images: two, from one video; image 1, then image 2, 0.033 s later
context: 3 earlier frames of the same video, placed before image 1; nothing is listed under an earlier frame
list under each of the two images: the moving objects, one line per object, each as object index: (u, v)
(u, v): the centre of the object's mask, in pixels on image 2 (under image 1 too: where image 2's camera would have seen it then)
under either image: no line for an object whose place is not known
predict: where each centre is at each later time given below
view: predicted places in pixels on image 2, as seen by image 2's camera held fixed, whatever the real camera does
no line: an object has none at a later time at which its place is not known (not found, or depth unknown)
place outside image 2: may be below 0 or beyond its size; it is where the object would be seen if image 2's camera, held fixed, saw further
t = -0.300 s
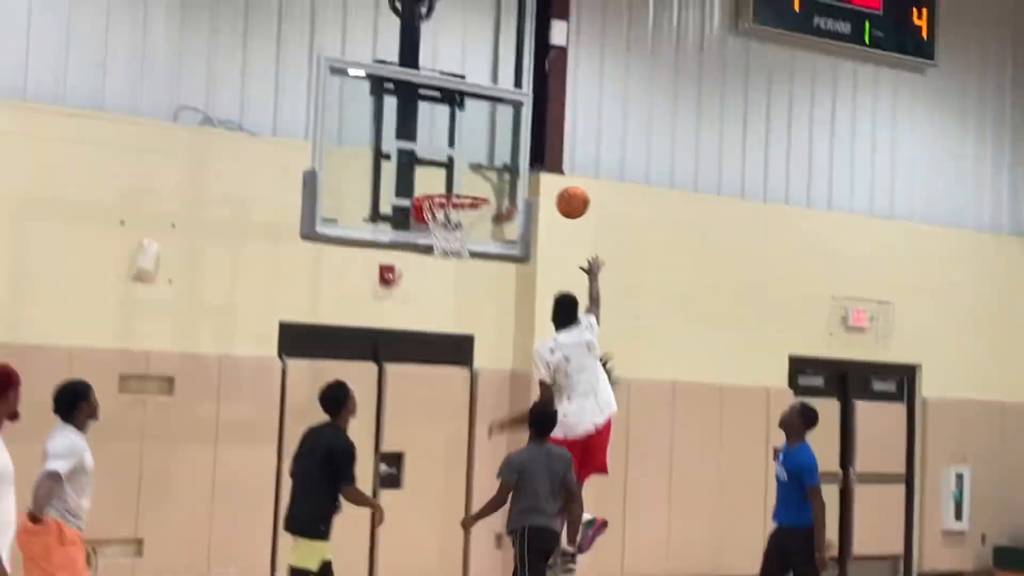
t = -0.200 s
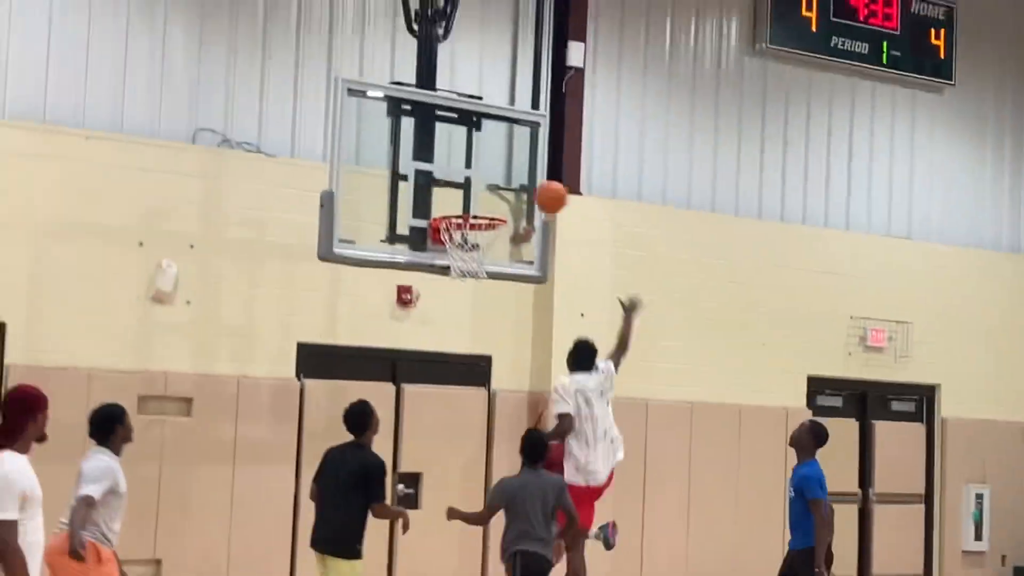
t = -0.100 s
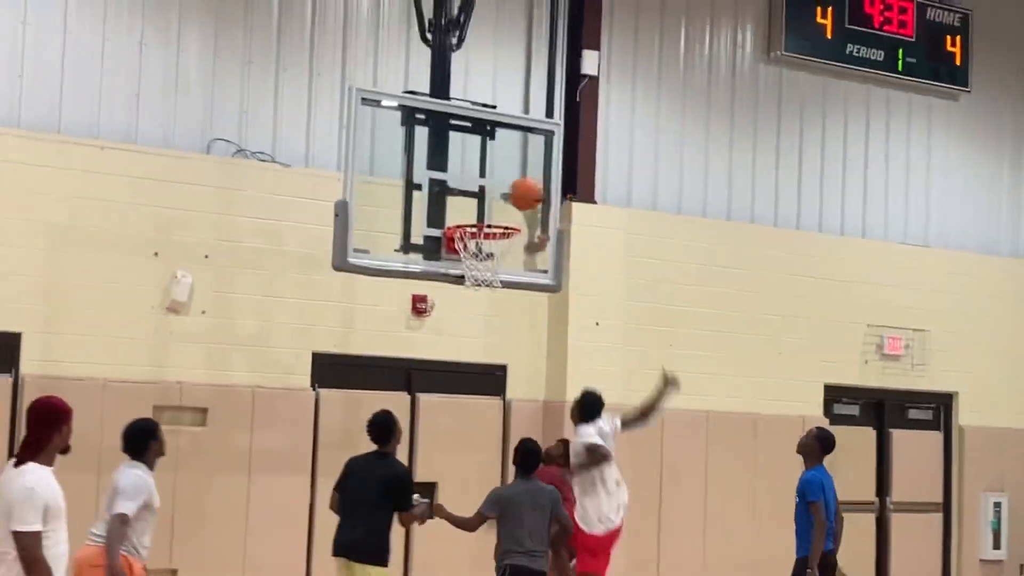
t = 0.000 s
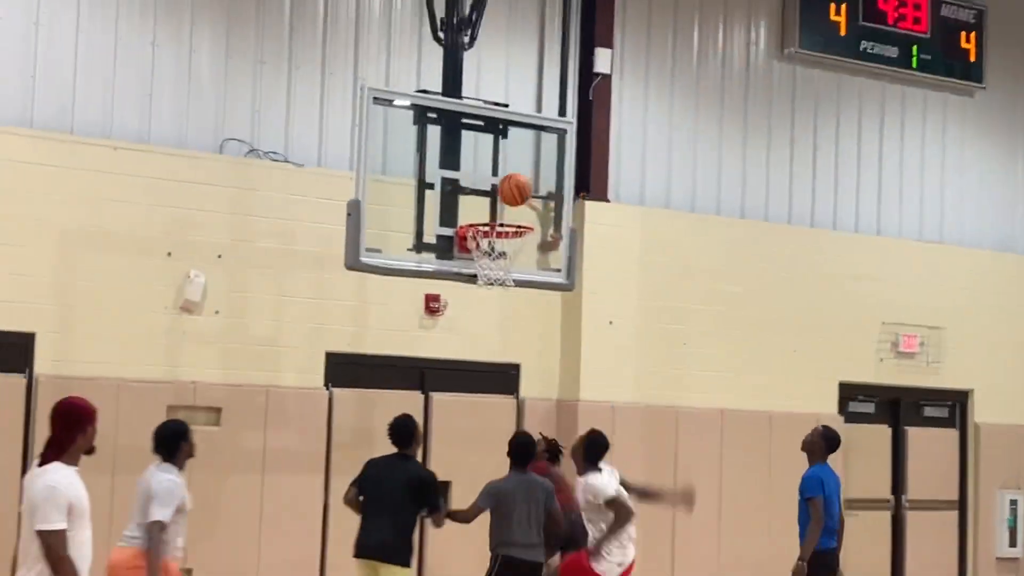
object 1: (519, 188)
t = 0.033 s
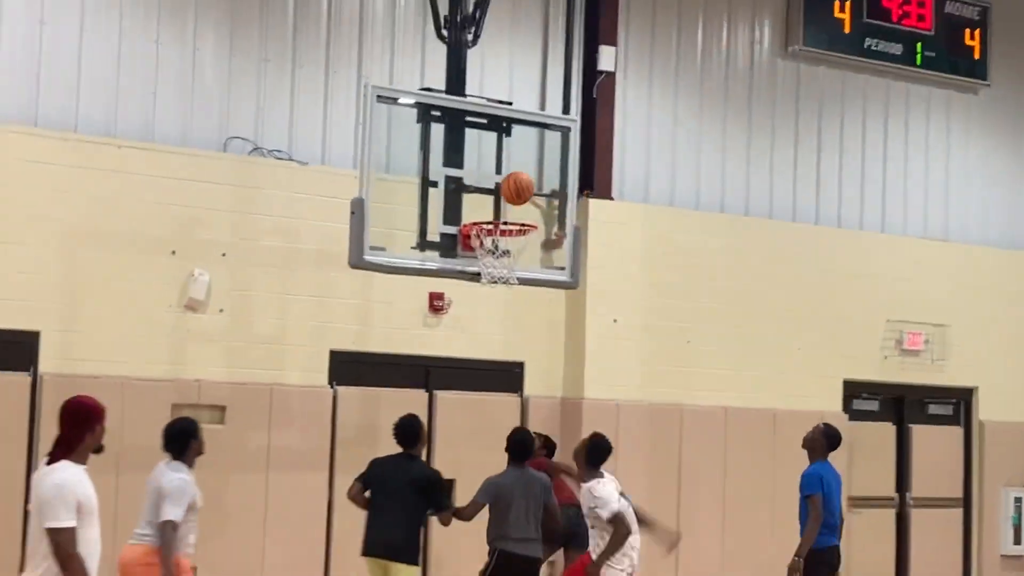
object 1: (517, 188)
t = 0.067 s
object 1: (516, 190)
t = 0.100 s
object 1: (514, 194)
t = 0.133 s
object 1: (513, 199)
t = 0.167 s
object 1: (512, 205)
